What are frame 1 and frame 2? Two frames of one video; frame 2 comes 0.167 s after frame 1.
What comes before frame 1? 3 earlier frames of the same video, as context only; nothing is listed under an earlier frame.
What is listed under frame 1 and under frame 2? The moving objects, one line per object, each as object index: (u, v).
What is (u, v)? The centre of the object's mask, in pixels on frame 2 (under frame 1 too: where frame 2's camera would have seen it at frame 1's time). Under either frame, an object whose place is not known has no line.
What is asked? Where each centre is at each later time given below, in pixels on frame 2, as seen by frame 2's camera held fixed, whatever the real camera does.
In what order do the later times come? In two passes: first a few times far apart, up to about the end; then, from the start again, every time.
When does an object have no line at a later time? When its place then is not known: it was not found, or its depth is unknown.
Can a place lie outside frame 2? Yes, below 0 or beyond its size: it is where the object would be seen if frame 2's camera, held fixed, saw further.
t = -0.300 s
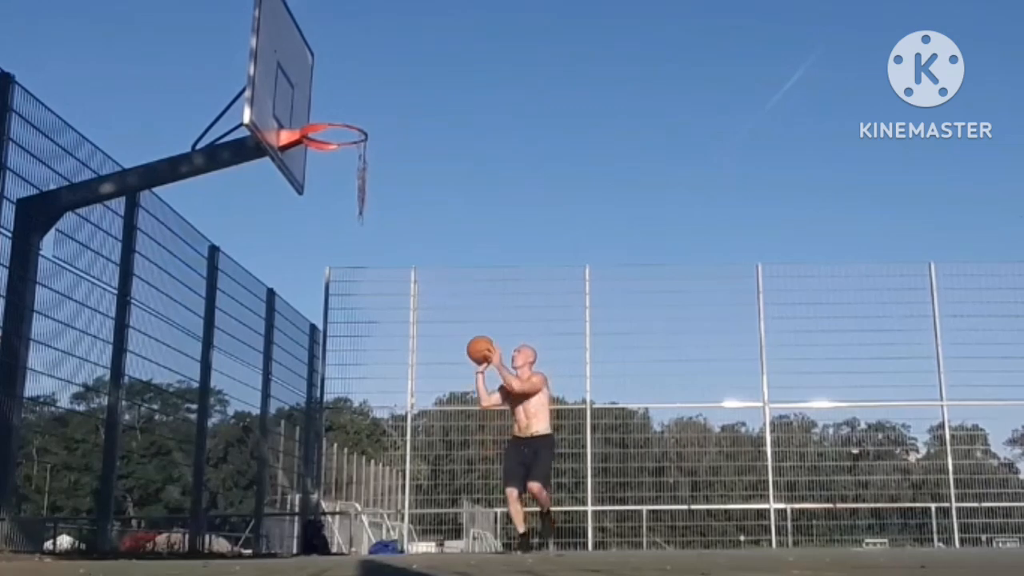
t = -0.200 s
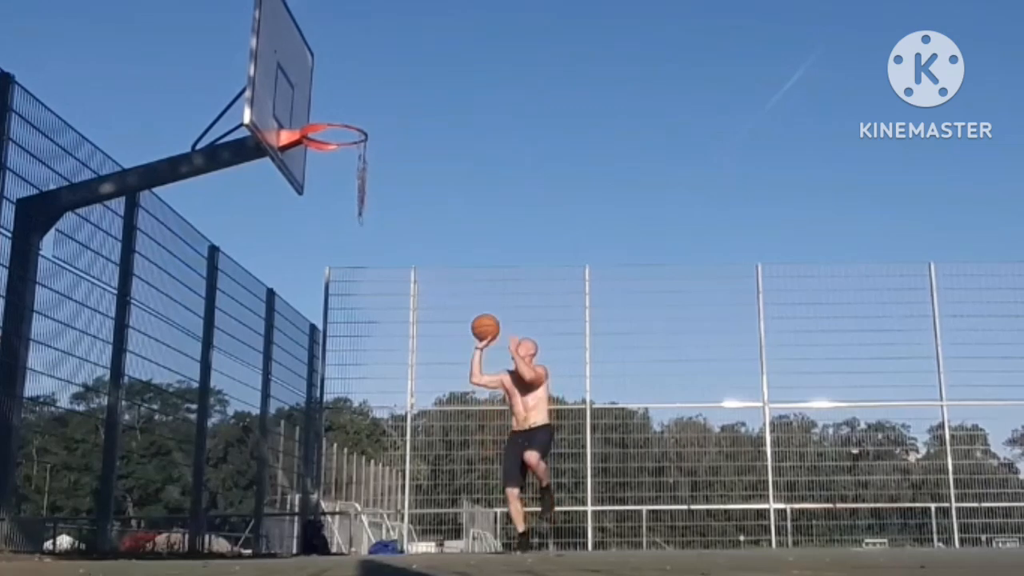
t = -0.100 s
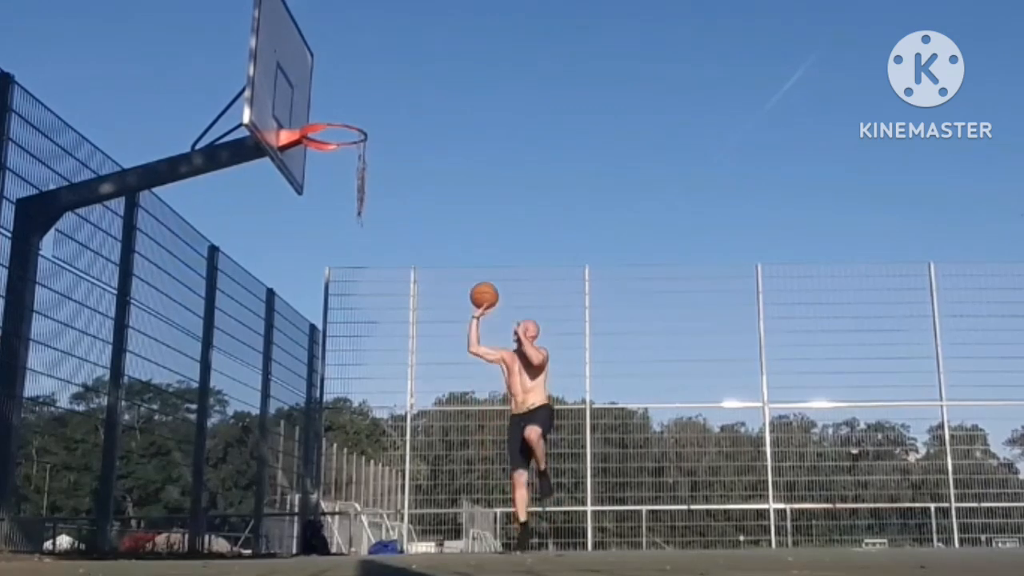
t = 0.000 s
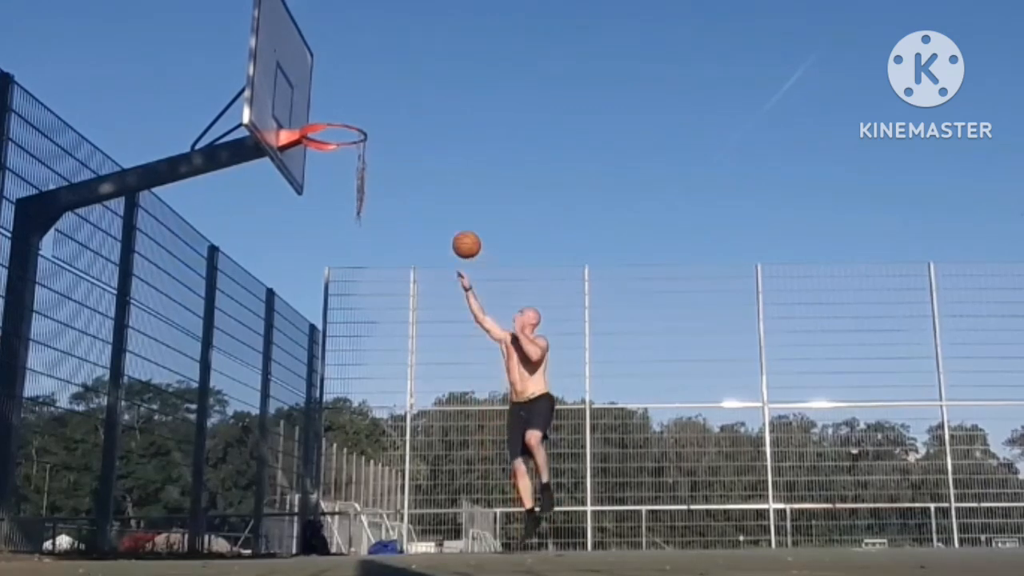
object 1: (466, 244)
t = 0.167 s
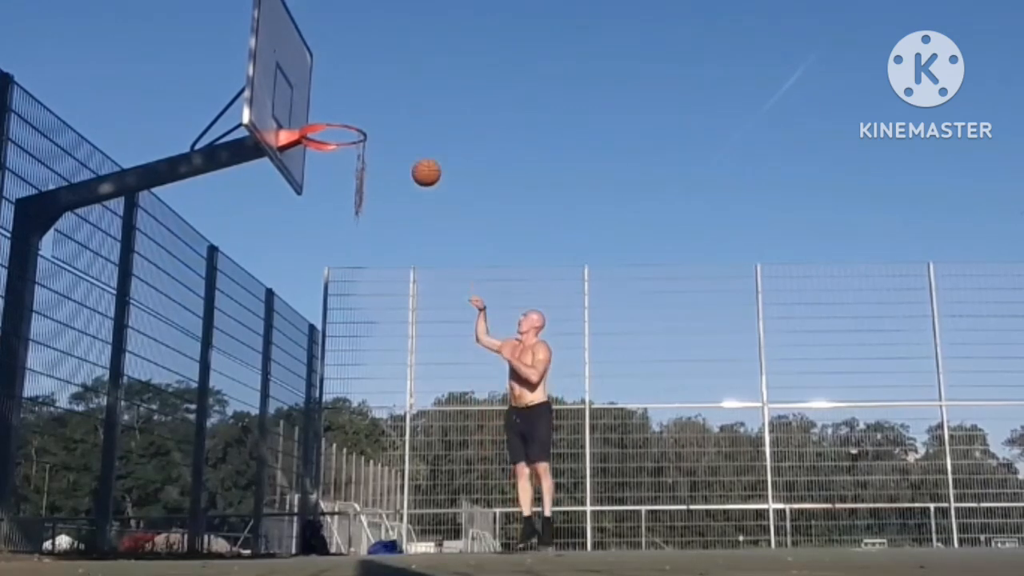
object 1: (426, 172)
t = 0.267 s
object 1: (401, 142)
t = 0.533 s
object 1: (330, 115)
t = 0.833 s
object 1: (328, 151)
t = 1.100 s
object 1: (339, 232)
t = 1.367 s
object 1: (347, 391)
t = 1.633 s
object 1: (359, 485)
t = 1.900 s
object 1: (375, 359)
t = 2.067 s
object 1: (384, 325)
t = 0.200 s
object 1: (418, 161)
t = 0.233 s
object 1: (410, 151)
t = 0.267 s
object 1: (401, 142)
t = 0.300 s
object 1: (393, 135)
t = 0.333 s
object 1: (384, 129)
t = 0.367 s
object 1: (375, 123)
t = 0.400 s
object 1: (367, 119)
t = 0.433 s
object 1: (358, 117)
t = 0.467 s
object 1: (349, 114)
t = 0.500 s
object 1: (339, 115)
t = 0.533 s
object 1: (330, 115)
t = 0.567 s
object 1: (320, 114)
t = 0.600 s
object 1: (309, 117)
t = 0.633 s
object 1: (311, 122)
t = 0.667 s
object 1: (321, 129)
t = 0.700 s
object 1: (327, 134)
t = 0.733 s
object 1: (326, 139)
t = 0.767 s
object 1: (327, 140)
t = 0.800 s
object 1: (329, 141)
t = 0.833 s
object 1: (328, 151)
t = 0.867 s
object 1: (329, 158)
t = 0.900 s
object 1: (330, 163)
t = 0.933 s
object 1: (331, 171)
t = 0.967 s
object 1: (333, 181)
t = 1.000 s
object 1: (335, 191)
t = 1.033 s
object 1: (336, 203)
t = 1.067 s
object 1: (337, 217)
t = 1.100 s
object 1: (339, 232)
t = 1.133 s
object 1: (340, 247)
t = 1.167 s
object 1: (341, 264)
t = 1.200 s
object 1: (342, 282)
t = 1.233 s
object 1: (343, 302)
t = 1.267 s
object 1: (344, 322)
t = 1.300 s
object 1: (345, 344)
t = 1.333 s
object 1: (346, 367)
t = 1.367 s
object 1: (347, 391)
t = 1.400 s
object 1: (348, 416)
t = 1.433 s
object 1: (350, 443)
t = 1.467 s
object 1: (349, 471)
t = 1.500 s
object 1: (350, 500)
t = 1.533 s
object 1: (351, 531)
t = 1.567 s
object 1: (352, 532)
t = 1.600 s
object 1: (356, 508)
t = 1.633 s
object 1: (359, 485)
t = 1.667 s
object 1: (361, 463)
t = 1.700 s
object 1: (363, 444)
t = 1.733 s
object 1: (365, 427)
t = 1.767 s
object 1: (367, 410)
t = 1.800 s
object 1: (369, 396)
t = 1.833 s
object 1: (371, 382)
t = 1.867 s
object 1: (373, 370)
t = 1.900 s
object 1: (375, 359)
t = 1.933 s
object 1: (377, 350)
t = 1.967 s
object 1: (379, 342)
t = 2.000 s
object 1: (381, 335)
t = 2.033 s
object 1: (382, 329)
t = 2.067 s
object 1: (384, 325)
